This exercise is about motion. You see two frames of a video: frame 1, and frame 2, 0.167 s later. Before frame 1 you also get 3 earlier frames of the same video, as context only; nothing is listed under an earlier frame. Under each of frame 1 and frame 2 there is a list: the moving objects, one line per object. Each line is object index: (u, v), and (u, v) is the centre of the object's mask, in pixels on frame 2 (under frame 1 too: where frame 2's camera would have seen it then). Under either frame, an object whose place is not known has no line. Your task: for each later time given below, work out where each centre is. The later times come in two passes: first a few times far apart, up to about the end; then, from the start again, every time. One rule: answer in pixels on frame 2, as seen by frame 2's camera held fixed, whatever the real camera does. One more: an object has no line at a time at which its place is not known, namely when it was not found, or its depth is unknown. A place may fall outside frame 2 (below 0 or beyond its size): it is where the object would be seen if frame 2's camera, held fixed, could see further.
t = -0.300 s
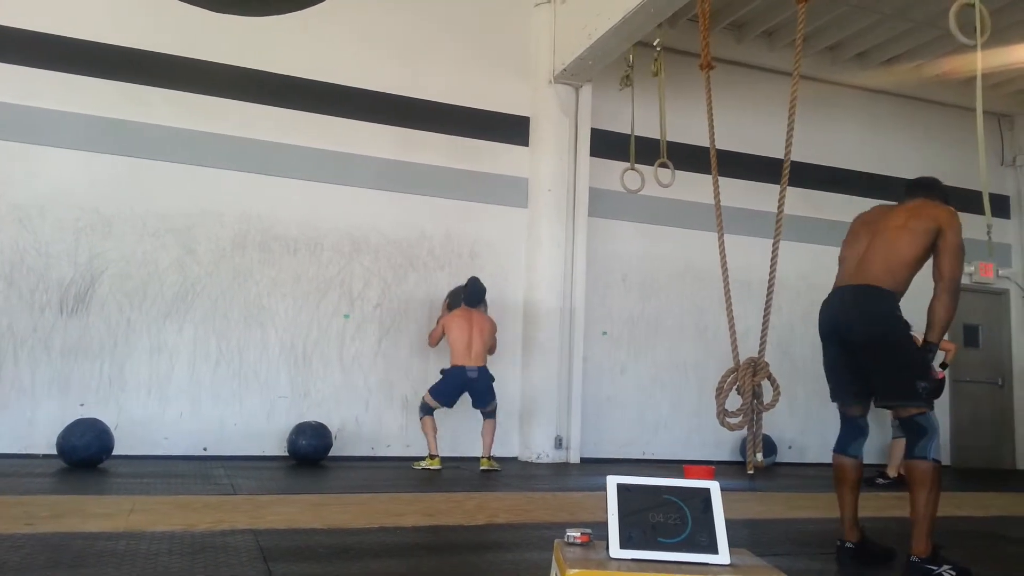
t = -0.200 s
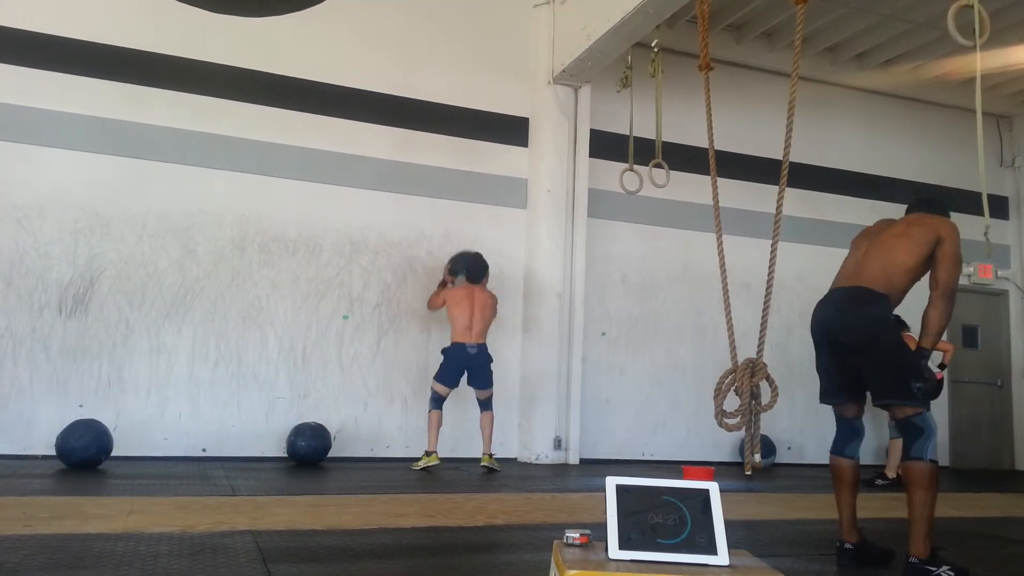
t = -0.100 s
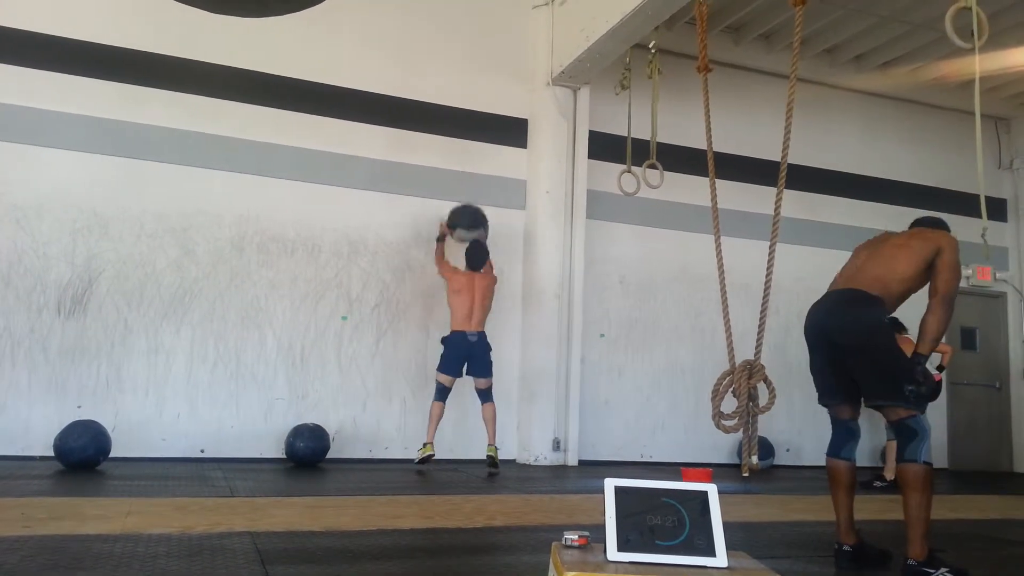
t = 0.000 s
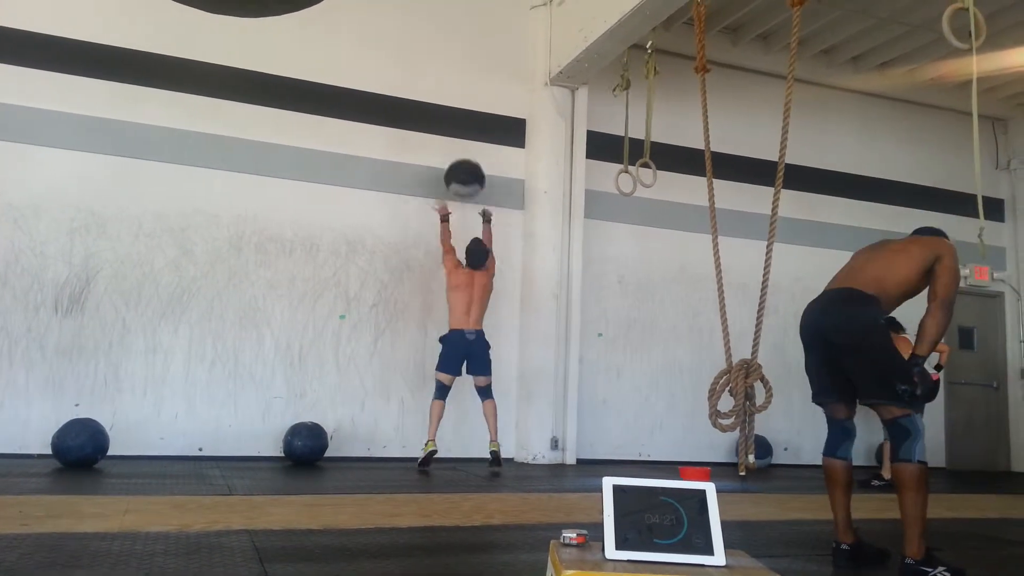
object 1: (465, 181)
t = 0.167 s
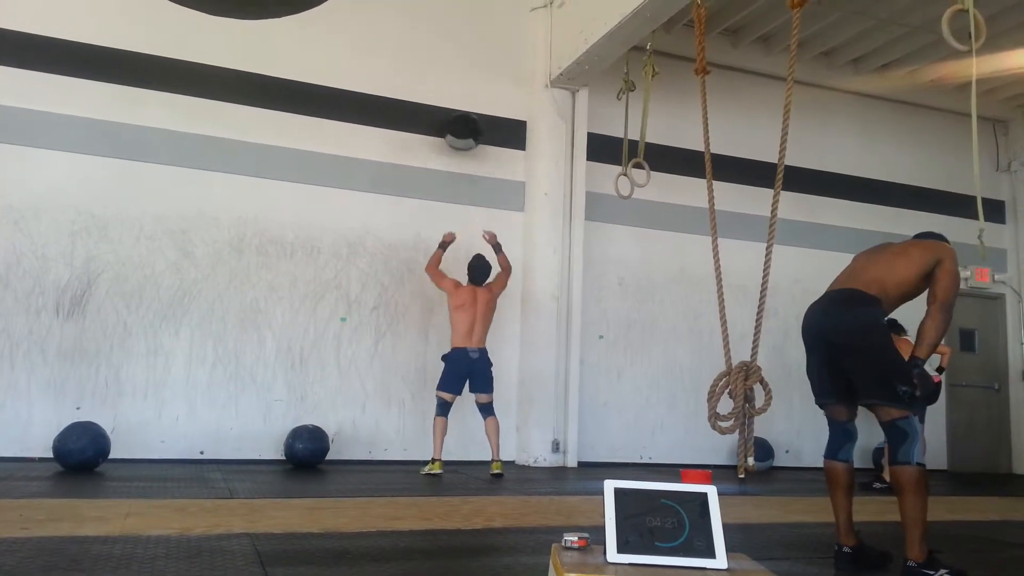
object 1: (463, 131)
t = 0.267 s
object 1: (461, 117)
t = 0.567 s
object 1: (461, 124)
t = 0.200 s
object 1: (461, 125)
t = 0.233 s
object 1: (461, 121)
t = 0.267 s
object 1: (461, 117)
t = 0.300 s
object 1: (459, 114)
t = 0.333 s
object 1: (459, 113)
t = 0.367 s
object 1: (460, 111)
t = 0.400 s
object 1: (460, 111)
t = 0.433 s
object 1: (460, 112)
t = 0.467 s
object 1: (461, 113)
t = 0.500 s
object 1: (461, 116)
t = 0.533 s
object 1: (461, 120)
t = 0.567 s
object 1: (461, 124)
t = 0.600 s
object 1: (462, 132)
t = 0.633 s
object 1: (462, 140)
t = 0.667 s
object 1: (462, 149)
